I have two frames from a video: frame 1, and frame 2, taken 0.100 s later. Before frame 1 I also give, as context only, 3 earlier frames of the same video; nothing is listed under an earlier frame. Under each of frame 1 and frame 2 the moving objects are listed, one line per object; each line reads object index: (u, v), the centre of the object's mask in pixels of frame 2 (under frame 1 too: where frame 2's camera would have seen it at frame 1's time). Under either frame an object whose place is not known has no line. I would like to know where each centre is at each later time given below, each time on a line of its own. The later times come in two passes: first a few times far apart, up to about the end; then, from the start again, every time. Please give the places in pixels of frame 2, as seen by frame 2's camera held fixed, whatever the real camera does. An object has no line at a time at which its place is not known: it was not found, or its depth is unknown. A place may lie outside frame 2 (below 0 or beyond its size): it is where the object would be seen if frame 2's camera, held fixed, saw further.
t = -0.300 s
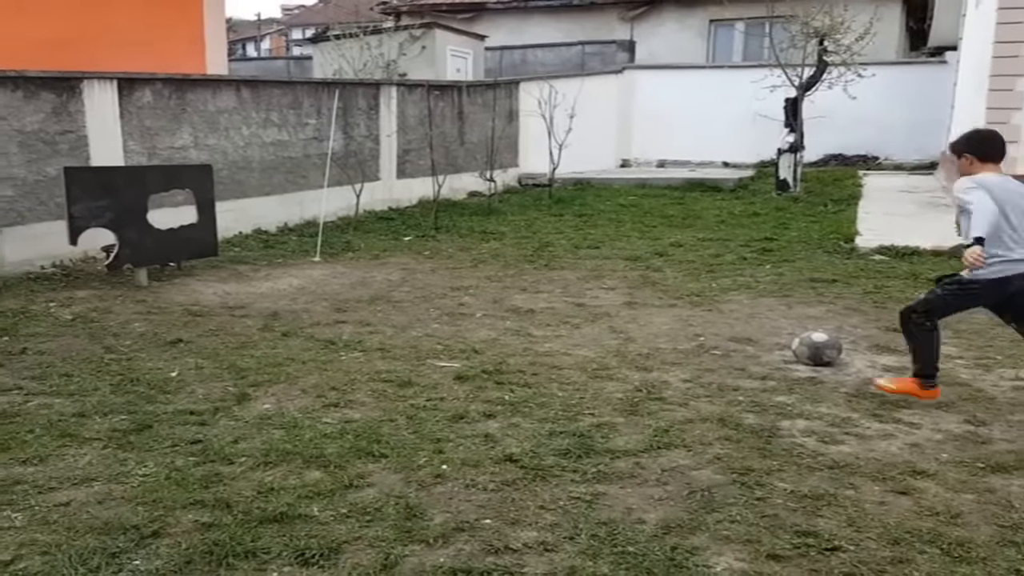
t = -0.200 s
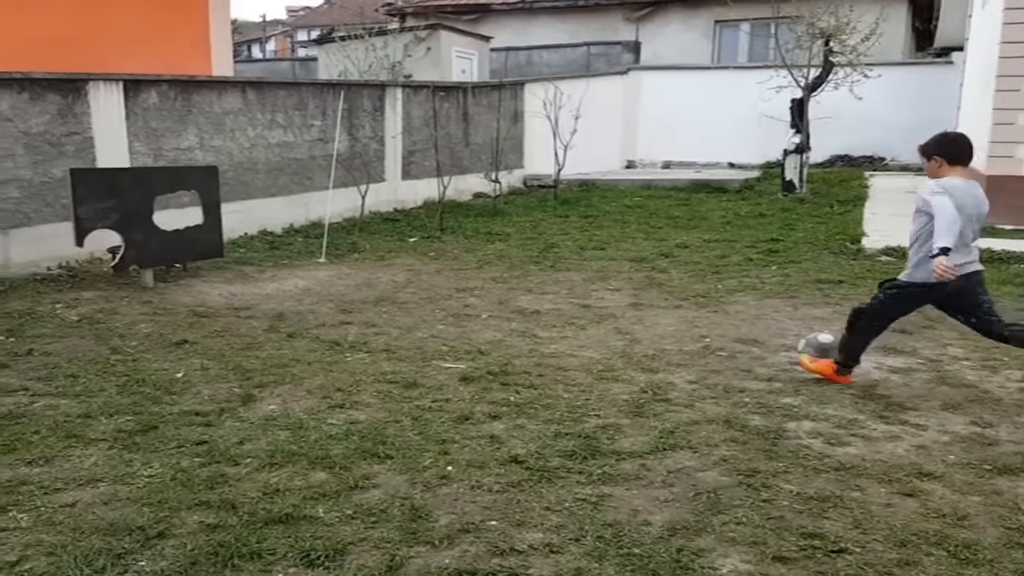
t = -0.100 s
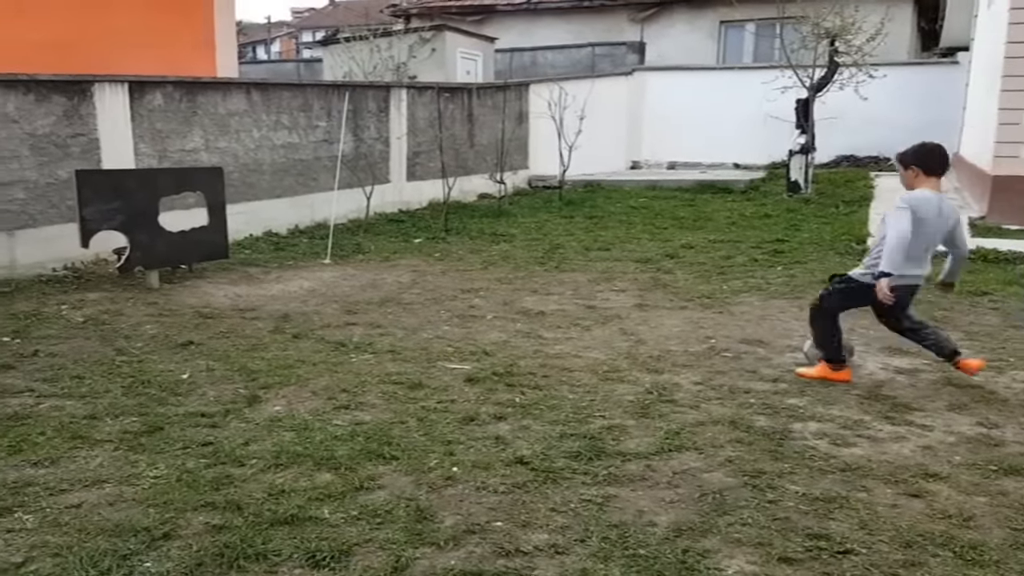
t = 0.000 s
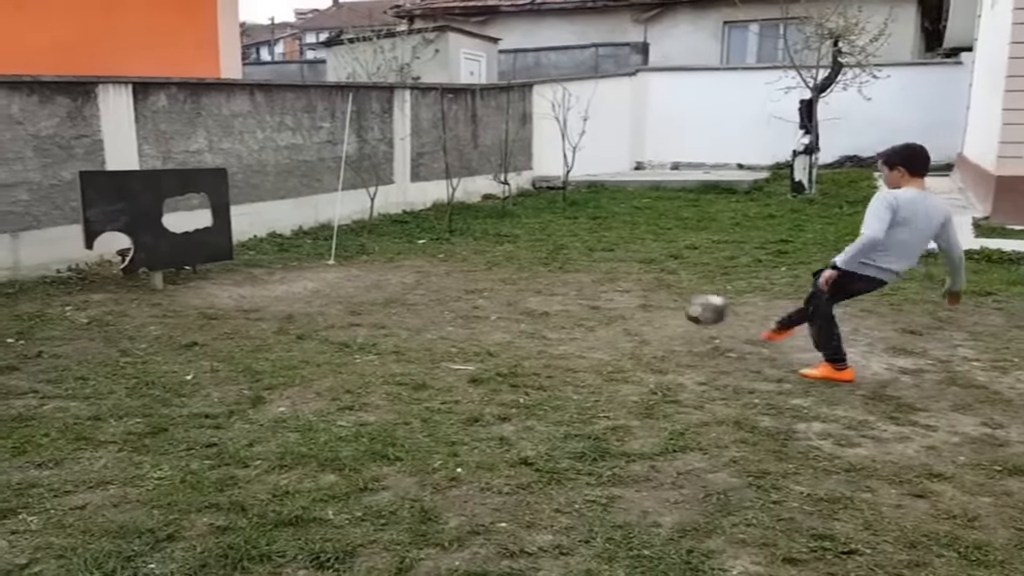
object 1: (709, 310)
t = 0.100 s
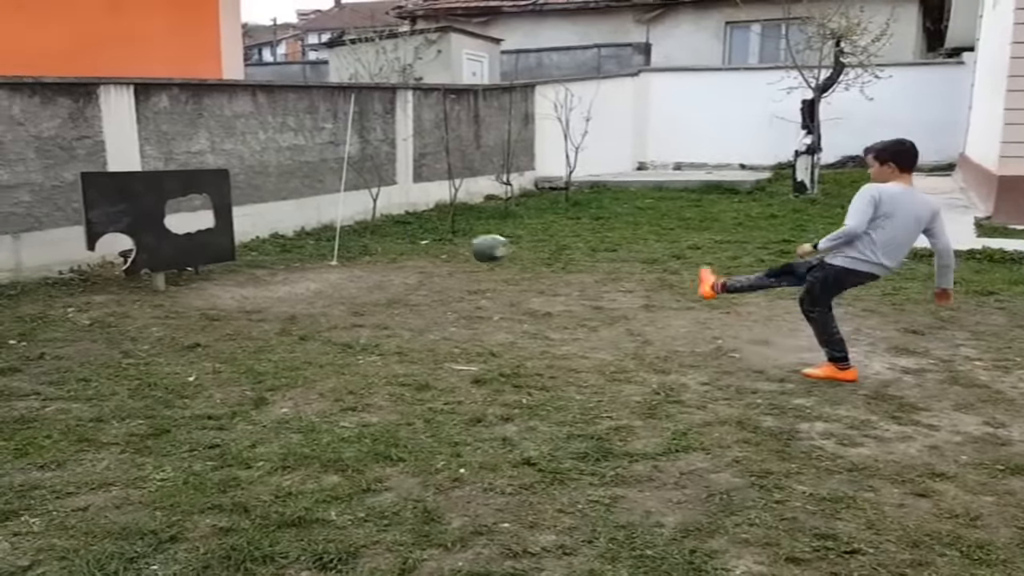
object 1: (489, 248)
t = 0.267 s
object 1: (208, 196)
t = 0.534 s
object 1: (353, 224)
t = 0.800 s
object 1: (574, 298)
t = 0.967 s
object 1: (652, 265)
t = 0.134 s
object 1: (427, 234)
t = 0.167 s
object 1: (369, 223)
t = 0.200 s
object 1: (312, 213)
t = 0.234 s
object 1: (259, 204)
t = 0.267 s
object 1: (208, 196)
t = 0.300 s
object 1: (161, 192)
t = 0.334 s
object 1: (183, 192)
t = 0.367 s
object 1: (210, 194)
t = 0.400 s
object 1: (239, 197)
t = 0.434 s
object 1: (267, 202)
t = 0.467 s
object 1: (296, 208)
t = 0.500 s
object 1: (324, 217)
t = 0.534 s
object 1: (353, 224)
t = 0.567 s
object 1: (384, 233)
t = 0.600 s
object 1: (416, 245)
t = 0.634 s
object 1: (445, 259)
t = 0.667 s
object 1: (477, 275)
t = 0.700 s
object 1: (509, 291)
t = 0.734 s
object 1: (541, 311)
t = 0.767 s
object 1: (560, 311)
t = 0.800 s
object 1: (574, 298)
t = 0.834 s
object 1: (590, 288)
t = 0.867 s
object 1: (604, 280)
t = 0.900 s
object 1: (620, 273)
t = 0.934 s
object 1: (638, 268)
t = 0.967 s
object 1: (652, 265)
